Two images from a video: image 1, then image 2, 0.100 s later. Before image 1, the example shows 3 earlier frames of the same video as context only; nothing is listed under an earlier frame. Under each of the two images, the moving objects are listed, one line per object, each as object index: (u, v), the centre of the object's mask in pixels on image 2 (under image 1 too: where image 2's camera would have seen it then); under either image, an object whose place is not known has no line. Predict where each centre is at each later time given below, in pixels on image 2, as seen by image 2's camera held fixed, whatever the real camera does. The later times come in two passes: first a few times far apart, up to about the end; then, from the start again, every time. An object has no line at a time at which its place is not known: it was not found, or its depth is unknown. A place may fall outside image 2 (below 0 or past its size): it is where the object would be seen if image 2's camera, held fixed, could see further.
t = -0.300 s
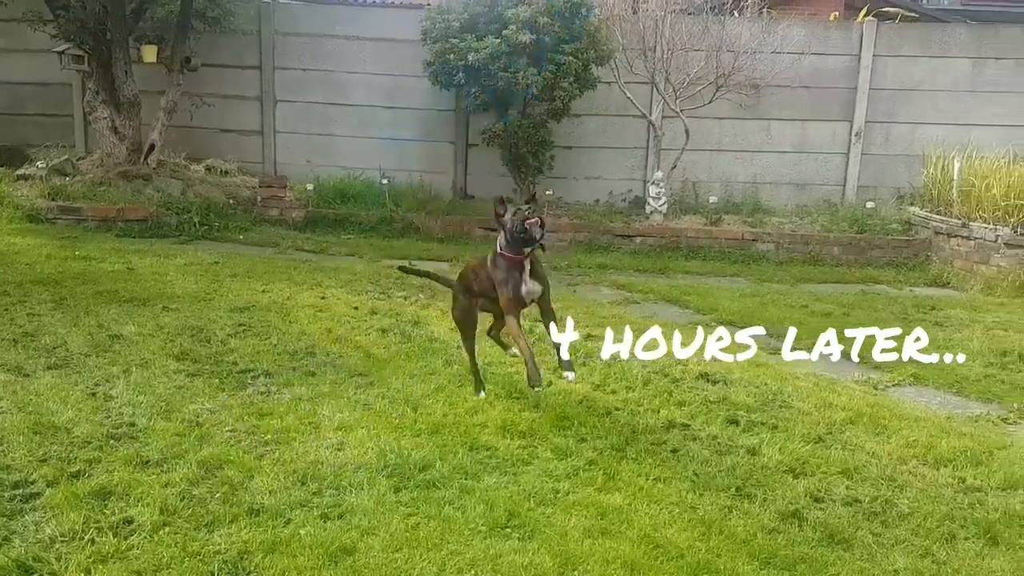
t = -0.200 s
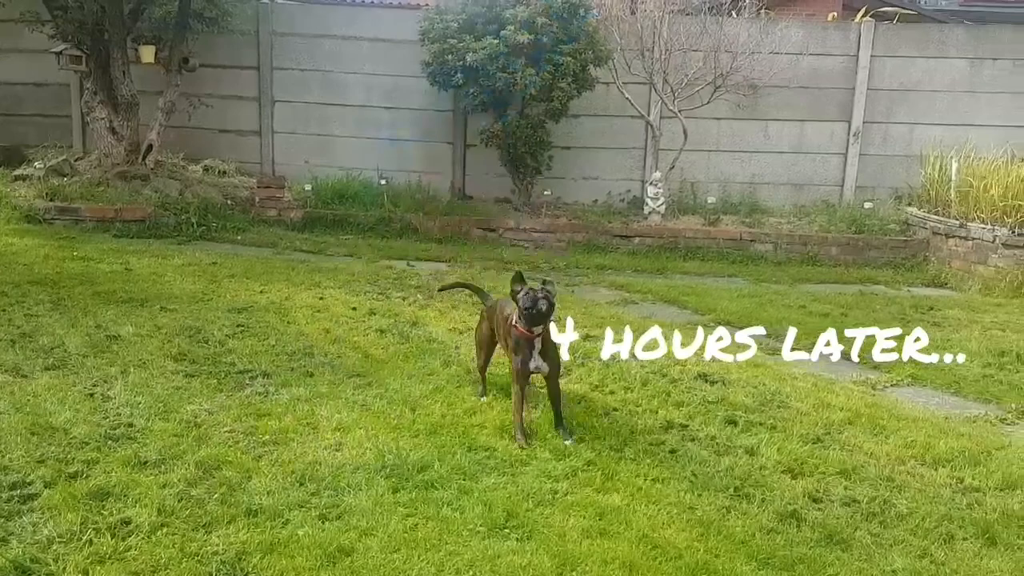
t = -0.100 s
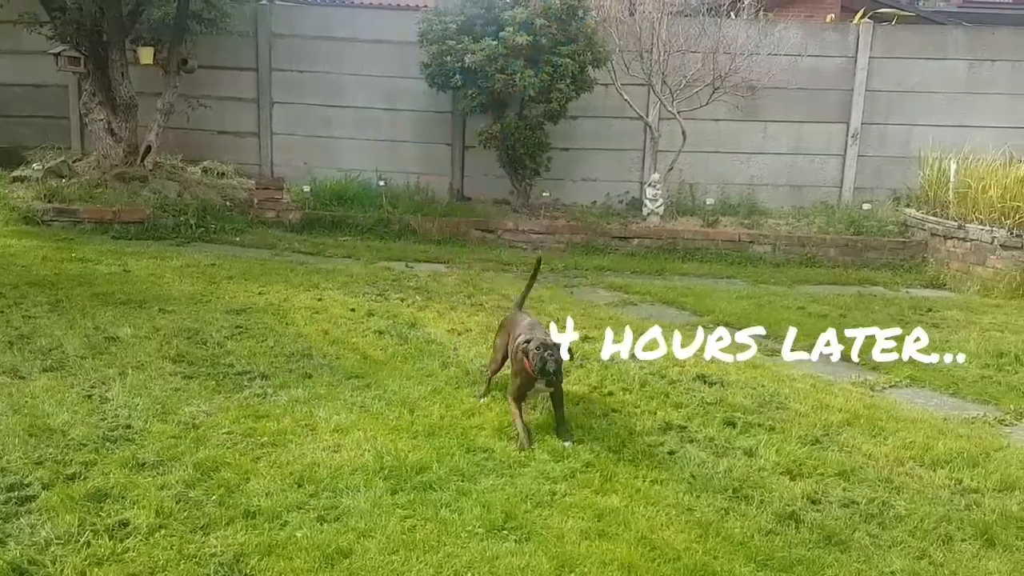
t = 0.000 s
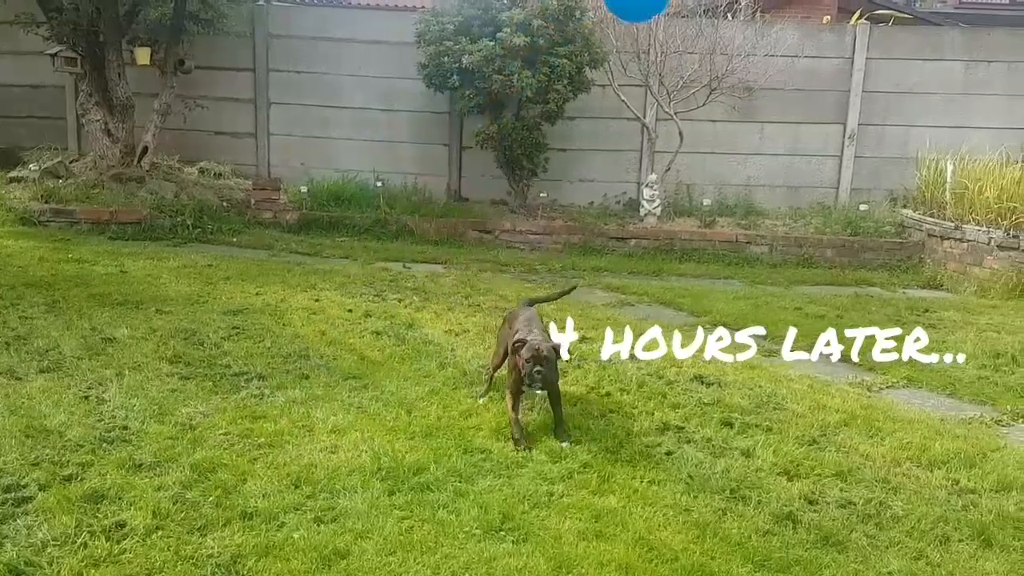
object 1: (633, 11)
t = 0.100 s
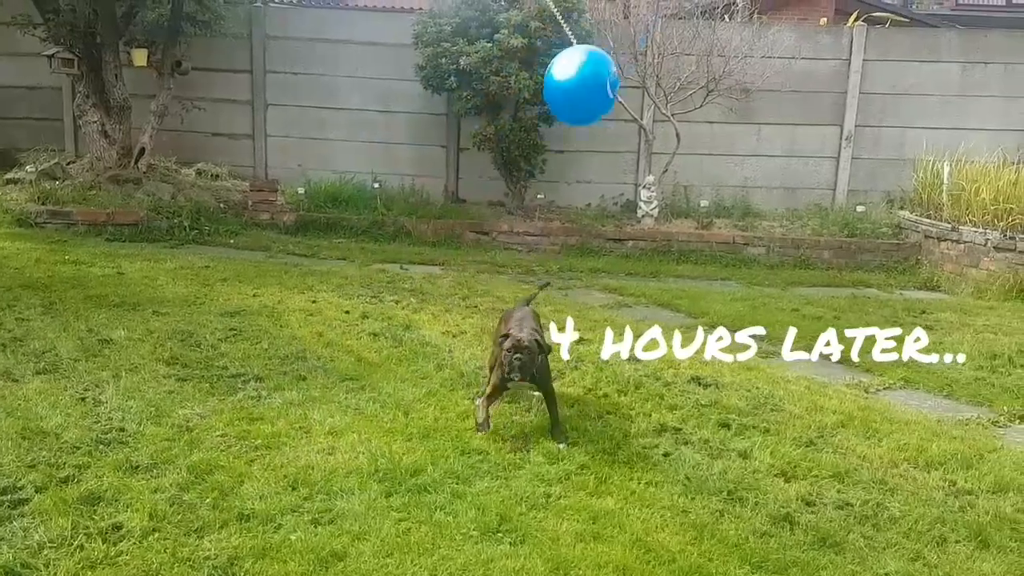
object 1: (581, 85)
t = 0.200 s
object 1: (509, 201)
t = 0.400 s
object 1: (356, 330)
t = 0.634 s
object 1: (297, 205)
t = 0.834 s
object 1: (340, 64)
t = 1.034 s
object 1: (404, 11)
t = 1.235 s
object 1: (466, 59)
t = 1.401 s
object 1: (510, 152)
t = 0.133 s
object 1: (558, 124)
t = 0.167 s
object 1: (534, 163)
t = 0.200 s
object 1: (509, 201)
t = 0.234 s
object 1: (482, 236)
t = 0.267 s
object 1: (455, 268)
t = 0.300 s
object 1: (428, 294)
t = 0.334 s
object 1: (401, 314)
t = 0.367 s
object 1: (377, 326)
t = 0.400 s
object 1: (356, 330)
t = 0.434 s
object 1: (337, 326)
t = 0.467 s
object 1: (322, 316)
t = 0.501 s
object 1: (311, 301)
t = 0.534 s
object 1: (303, 280)
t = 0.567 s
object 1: (298, 257)
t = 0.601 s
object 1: (296, 231)
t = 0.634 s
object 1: (297, 205)
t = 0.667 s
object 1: (300, 179)
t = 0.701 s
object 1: (306, 152)
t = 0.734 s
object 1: (313, 127)
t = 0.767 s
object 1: (321, 104)
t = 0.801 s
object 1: (330, 83)
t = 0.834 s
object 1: (340, 64)
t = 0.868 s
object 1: (351, 49)
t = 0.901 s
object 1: (362, 35)
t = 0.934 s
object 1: (372, 25)
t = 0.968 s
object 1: (383, 17)
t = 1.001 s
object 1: (393, 13)
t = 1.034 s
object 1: (404, 11)
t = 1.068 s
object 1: (415, 12)
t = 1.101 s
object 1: (425, 17)
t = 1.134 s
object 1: (436, 23)
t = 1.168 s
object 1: (446, 33)
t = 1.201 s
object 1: (456, 45)
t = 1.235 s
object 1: (466, 59)
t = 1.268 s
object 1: (476, 75)
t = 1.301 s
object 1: (485, 93)
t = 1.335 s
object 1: (494, 112)
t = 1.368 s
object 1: (502, 132)
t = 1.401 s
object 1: (510, 152)
